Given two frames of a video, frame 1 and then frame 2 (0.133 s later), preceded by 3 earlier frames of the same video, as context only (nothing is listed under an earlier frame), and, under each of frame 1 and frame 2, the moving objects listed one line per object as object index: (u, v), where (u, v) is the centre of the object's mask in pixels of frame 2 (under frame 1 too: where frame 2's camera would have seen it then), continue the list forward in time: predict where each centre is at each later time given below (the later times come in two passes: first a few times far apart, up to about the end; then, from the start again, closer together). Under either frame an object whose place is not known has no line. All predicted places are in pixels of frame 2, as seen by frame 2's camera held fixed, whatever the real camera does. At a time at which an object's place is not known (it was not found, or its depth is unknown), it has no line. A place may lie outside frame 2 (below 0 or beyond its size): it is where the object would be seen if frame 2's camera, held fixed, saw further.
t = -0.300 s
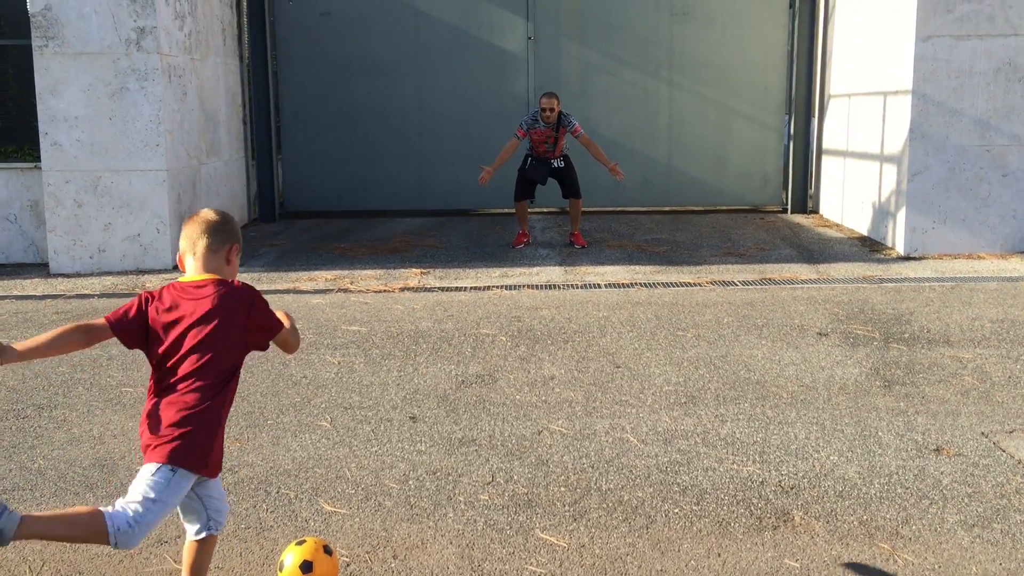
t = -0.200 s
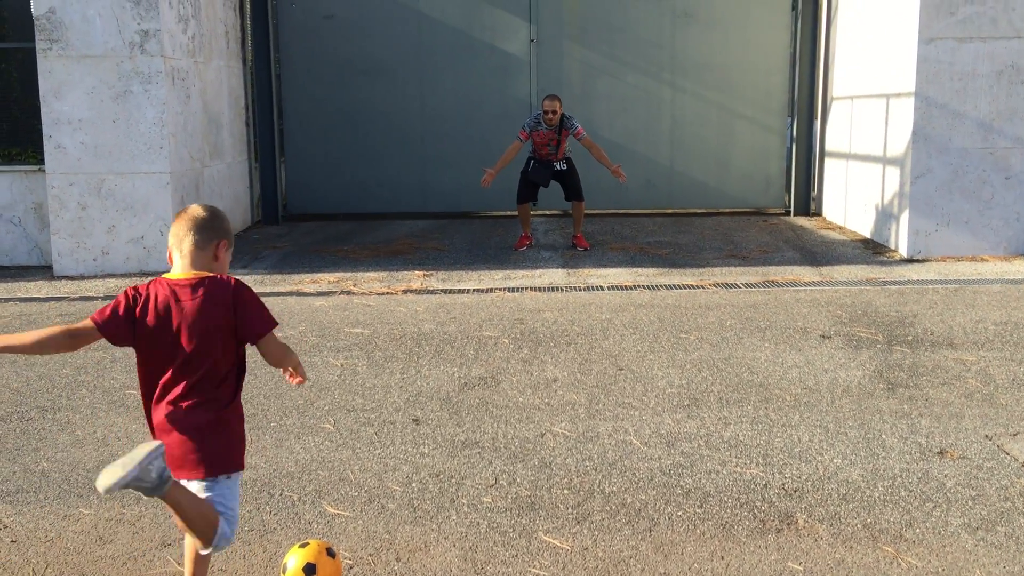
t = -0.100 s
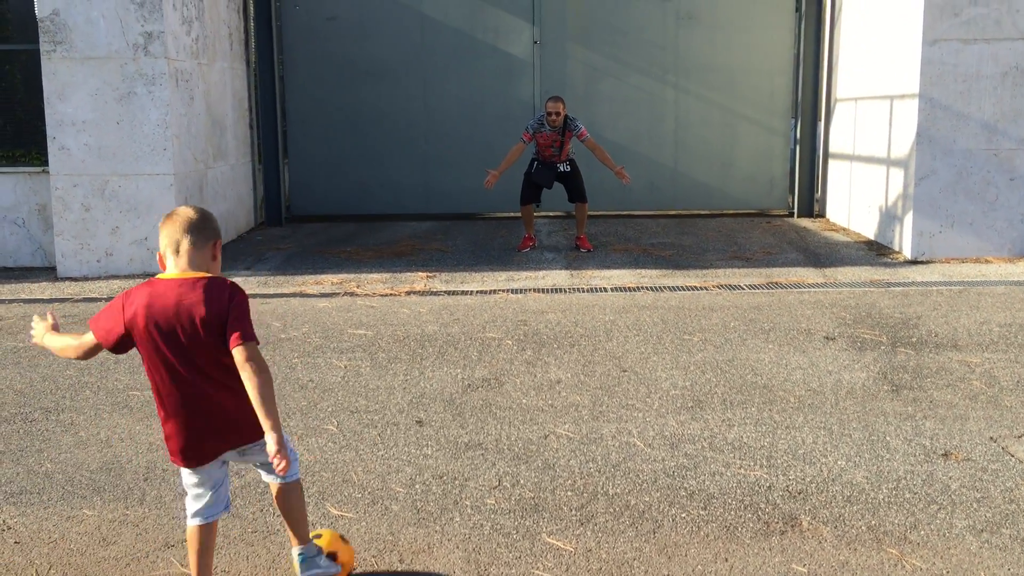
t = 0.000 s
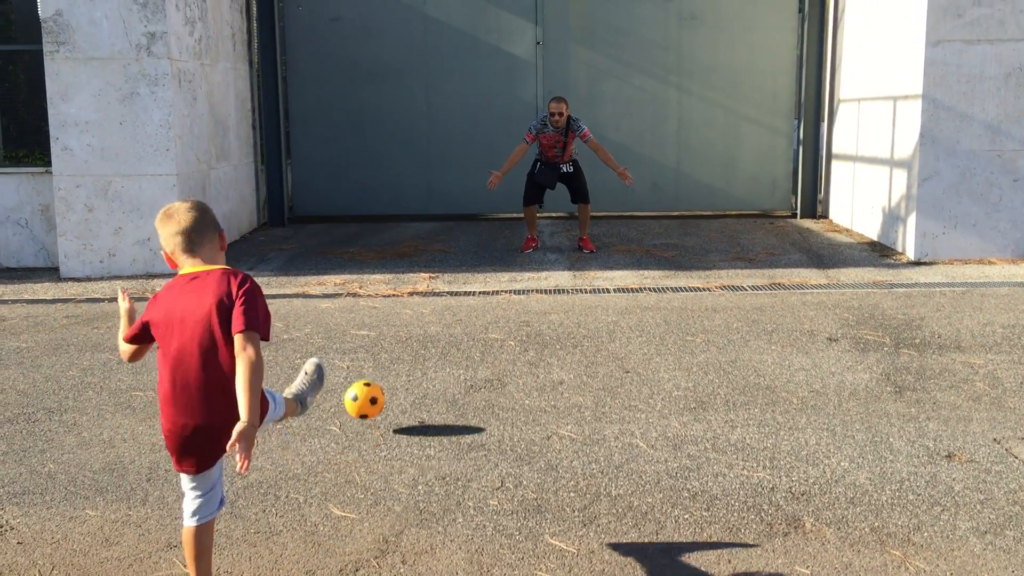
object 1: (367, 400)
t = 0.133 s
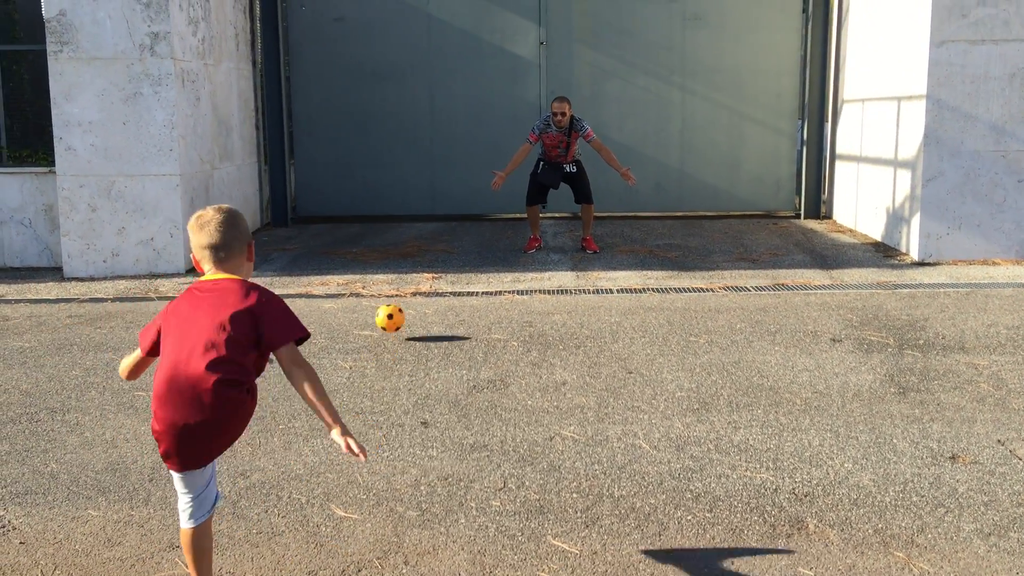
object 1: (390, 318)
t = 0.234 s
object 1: (398, 291)
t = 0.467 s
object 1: (407, 238)
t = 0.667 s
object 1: (411, 213)
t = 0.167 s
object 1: (393, 308)
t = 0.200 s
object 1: (396, 301)
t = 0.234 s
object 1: (398, 291)
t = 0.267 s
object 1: (400, 281)
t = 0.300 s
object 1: (401, 274)
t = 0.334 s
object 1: (404, 268)
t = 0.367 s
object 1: (405, 257)
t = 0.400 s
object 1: (405, 249)
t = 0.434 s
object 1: (406, 242)
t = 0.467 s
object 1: (407, 238)
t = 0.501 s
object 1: (409, 234)
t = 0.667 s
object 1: (411, 213)
